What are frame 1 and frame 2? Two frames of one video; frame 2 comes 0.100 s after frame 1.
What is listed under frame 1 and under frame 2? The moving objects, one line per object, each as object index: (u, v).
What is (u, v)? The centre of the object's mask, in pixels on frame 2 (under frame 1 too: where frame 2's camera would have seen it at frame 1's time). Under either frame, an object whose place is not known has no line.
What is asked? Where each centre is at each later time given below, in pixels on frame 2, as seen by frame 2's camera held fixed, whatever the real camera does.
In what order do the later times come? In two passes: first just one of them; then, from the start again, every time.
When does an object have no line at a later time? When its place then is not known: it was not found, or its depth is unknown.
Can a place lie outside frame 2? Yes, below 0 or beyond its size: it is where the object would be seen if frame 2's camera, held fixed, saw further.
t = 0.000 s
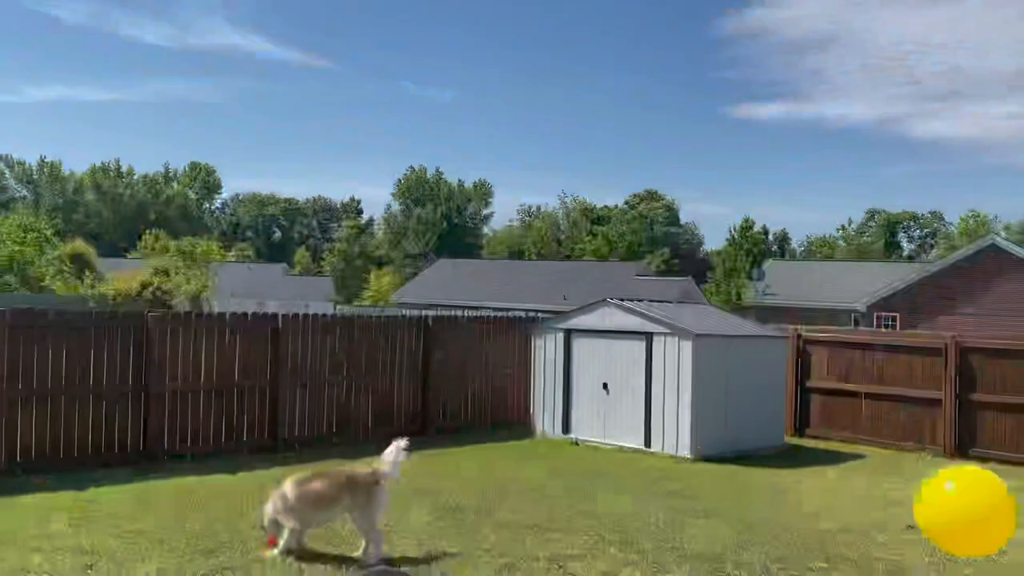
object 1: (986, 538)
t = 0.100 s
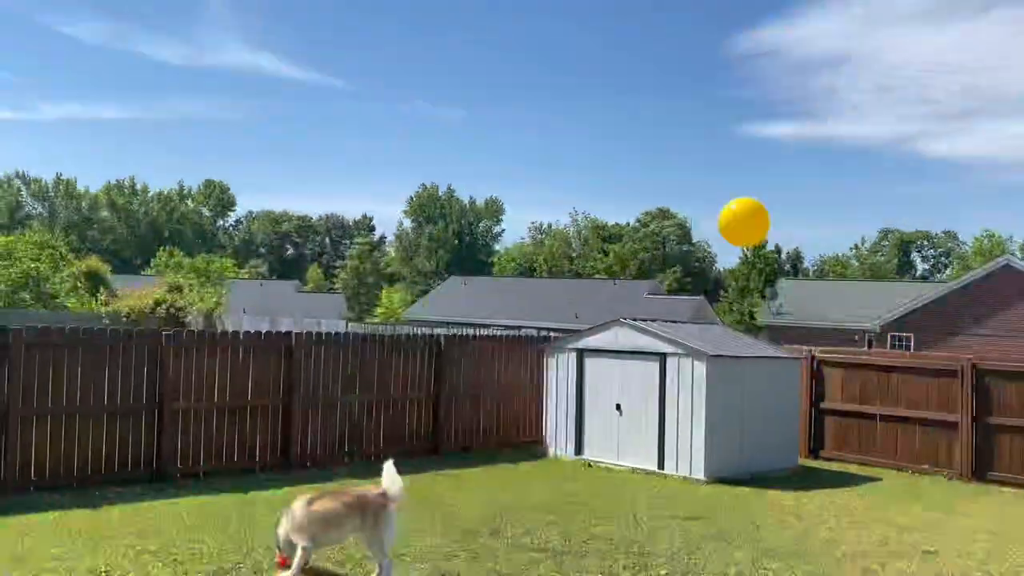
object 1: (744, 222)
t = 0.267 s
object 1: (626, 171)
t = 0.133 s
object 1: (708, 190)
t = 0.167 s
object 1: (682, 174)
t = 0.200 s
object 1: (660, 166)
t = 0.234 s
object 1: (642, 167)
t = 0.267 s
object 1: (626, 171)
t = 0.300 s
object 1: (612, 181)
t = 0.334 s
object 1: (598, 194)
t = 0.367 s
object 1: (587, 209)
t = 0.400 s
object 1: (576, 226)
